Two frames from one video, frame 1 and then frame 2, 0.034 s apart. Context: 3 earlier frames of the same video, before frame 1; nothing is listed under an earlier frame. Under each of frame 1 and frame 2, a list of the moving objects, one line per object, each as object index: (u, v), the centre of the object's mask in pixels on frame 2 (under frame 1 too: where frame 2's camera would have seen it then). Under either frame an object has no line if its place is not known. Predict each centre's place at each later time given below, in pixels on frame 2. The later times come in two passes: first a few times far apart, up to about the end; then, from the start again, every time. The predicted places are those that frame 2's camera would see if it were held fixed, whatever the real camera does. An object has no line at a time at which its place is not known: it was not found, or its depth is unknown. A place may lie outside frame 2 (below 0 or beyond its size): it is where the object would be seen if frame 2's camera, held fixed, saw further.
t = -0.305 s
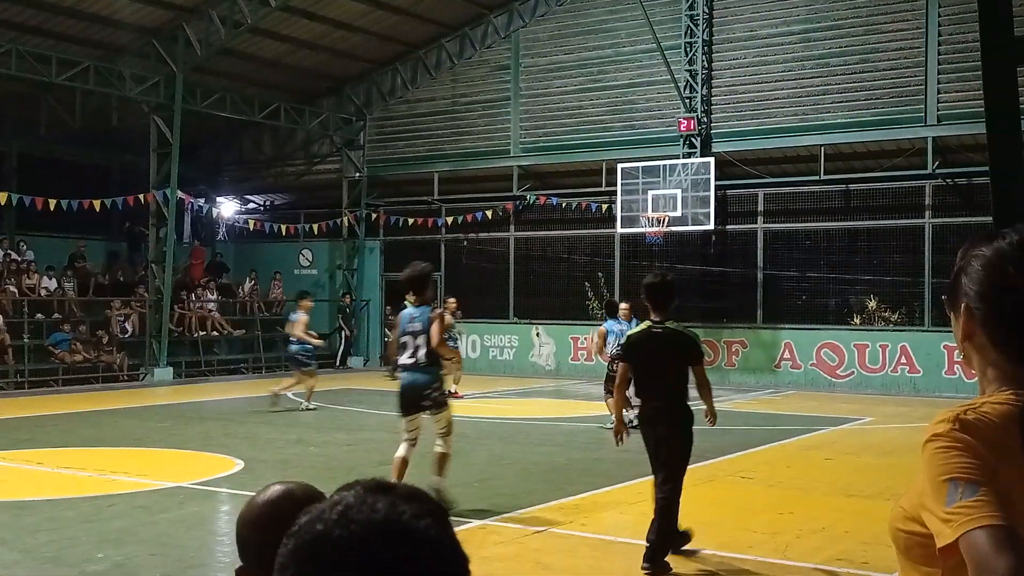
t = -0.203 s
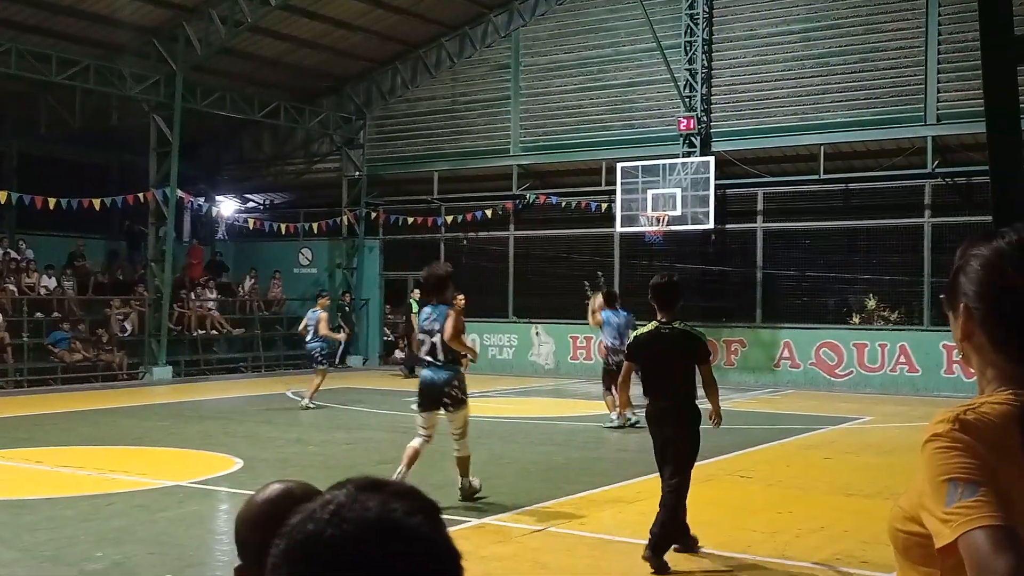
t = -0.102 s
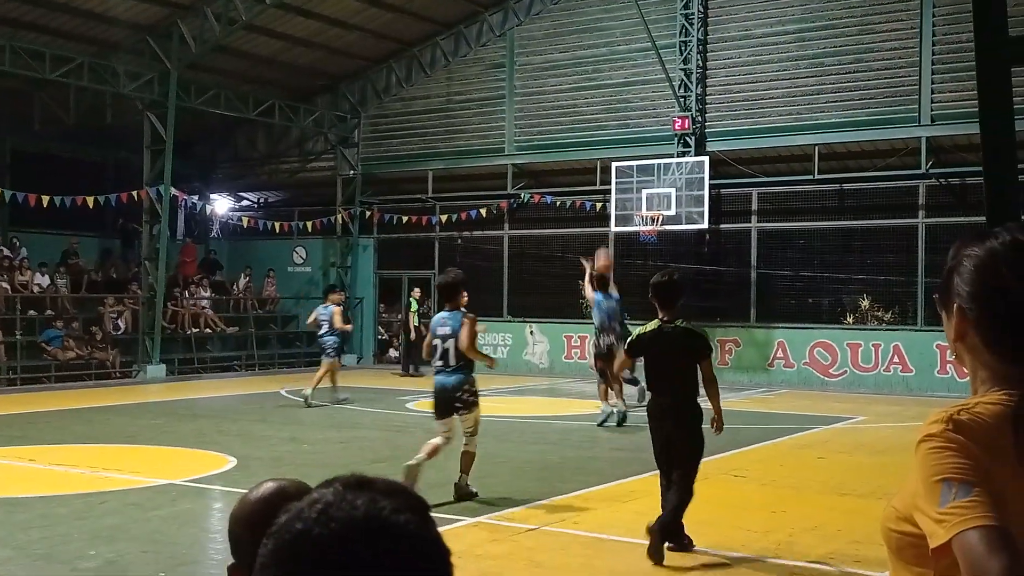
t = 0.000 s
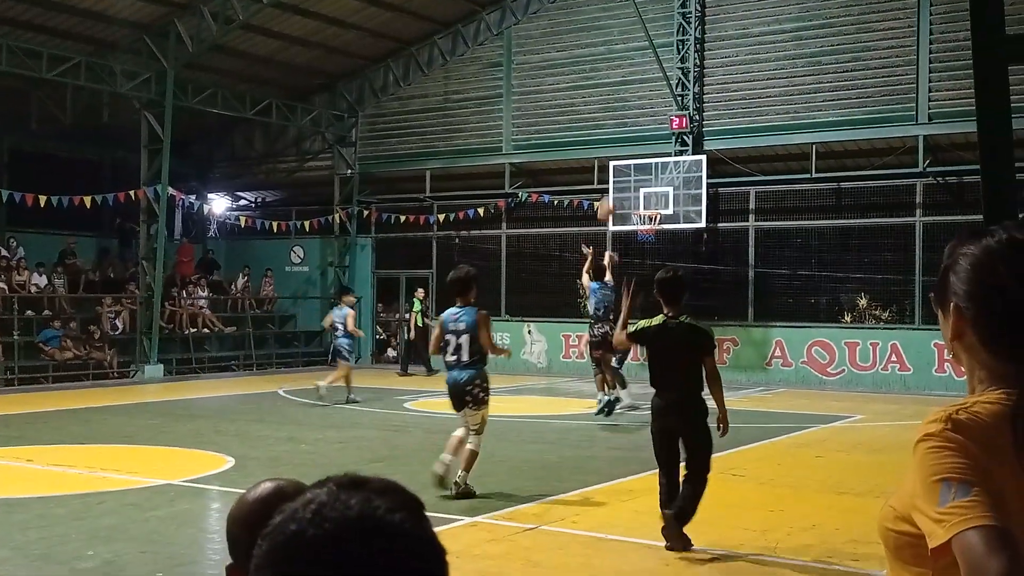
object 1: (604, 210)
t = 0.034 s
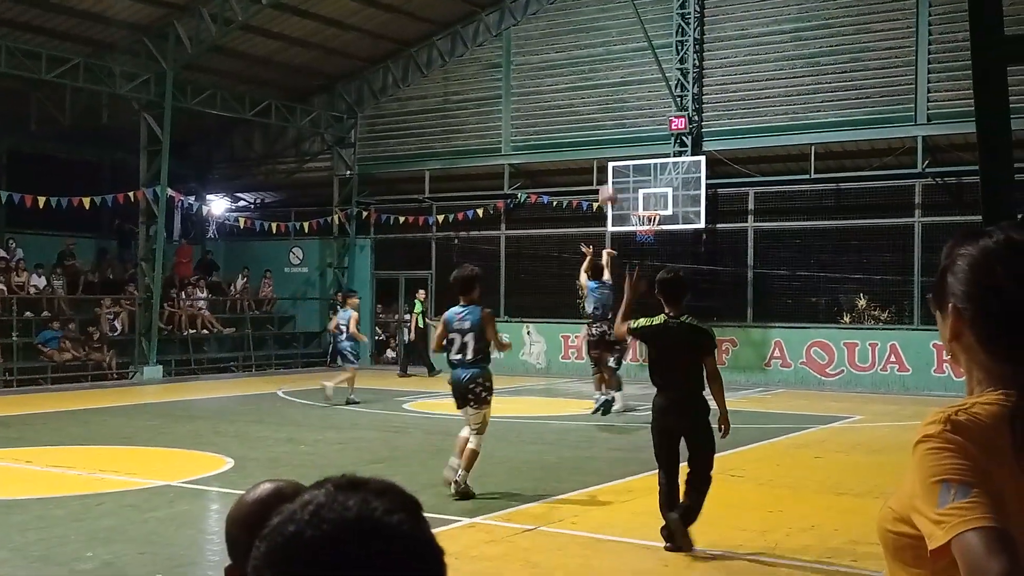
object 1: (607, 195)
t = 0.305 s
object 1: (621, 117)
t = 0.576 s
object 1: (632, 98)
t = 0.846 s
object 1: (645, 121)
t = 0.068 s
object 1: (608, 181)
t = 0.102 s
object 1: (610, 168)
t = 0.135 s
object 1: (611, 157)
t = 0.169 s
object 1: (614, 148)
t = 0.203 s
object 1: (617, 136)
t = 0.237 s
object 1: (618, 130)
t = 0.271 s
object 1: (619, 123)
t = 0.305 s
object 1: (621, 117)
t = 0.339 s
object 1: (623, 111)
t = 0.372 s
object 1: (624, 108)
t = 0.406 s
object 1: (625, 104)
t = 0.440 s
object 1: (627, 102)
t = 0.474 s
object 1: (628, 99)
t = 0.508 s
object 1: (629, 98)
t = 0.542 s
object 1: (630, 98)
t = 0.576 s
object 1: (632, 98)
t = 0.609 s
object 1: (633, 99)
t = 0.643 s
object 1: (634, 100)
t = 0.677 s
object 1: (635, 102)
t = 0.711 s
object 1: (637, 105)
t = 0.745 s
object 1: (638, 109)
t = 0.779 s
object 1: (639, 113)
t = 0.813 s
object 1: (643, 117)
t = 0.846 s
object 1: (645, 121)
